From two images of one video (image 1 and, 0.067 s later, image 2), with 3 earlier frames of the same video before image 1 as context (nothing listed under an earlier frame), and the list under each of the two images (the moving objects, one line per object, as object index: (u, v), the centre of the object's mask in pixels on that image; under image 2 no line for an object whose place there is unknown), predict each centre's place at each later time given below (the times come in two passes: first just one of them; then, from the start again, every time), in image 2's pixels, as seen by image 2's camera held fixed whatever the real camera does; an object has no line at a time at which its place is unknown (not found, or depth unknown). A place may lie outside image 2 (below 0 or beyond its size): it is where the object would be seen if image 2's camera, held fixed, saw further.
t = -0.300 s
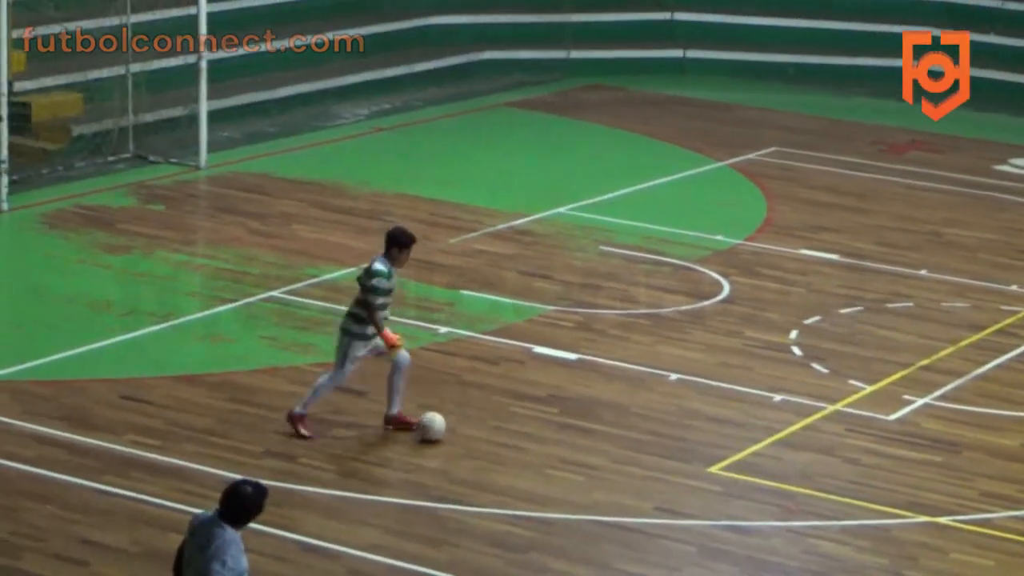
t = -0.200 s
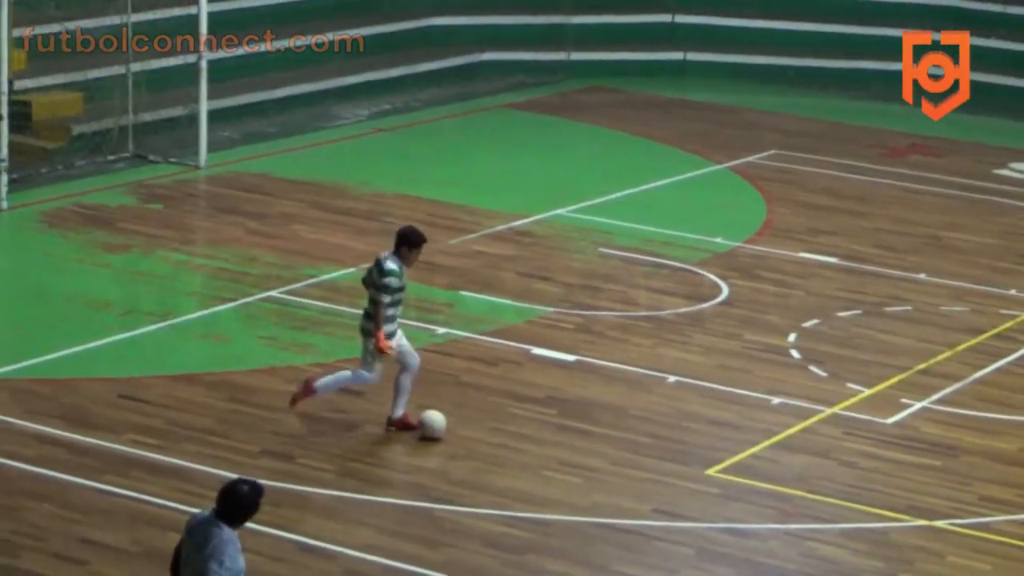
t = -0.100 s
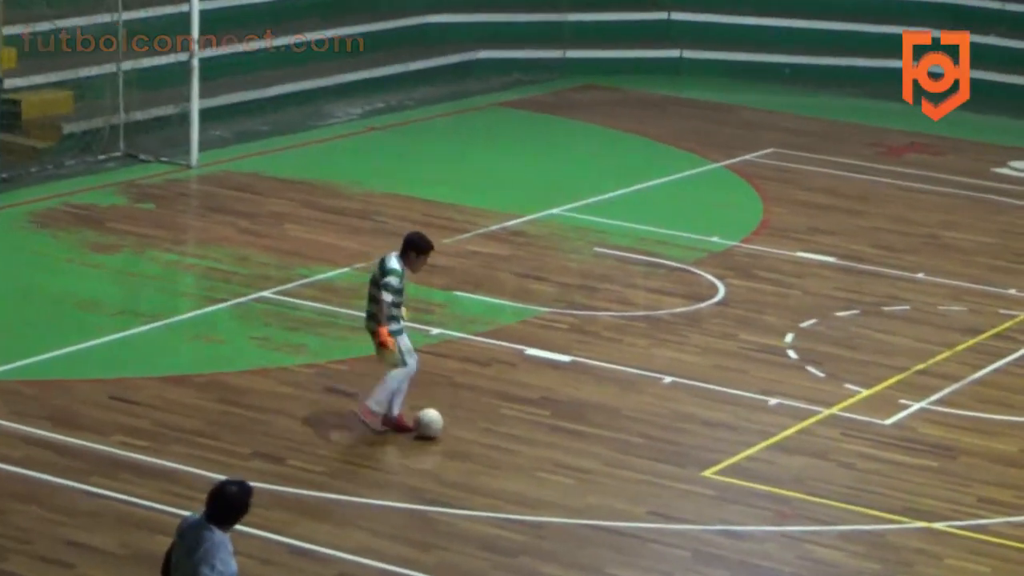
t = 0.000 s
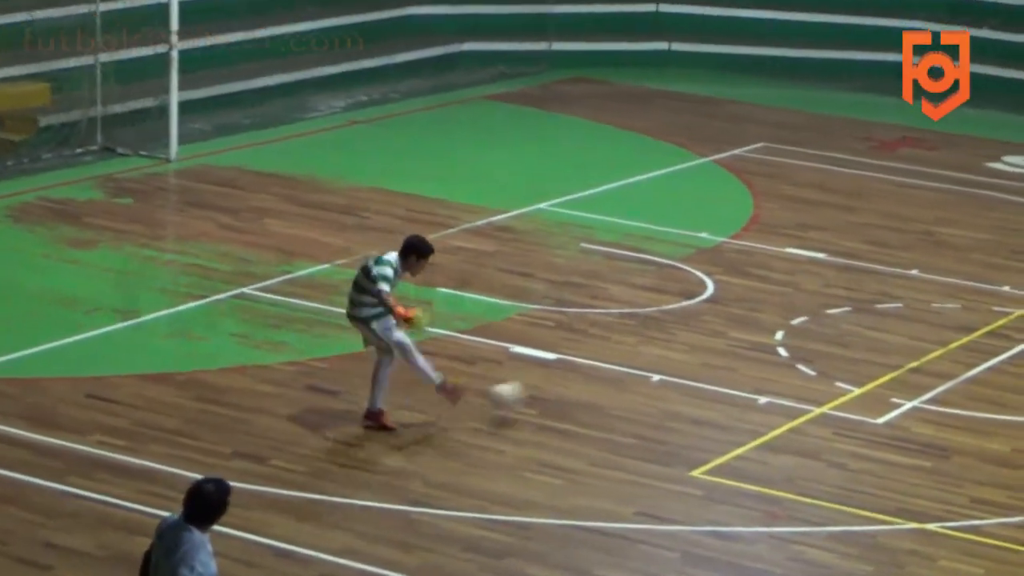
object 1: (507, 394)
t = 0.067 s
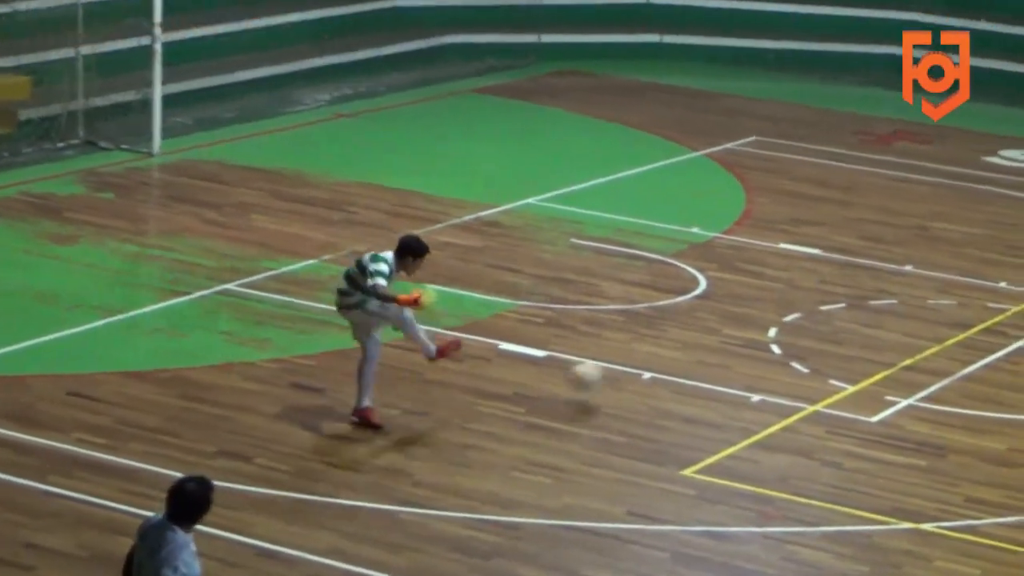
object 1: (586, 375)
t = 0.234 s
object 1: (792, 361)
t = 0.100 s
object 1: (631, 368)
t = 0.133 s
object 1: (672, 363)
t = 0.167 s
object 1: (712, 365)
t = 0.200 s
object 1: (754, 360)
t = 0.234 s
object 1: (792, 361)
